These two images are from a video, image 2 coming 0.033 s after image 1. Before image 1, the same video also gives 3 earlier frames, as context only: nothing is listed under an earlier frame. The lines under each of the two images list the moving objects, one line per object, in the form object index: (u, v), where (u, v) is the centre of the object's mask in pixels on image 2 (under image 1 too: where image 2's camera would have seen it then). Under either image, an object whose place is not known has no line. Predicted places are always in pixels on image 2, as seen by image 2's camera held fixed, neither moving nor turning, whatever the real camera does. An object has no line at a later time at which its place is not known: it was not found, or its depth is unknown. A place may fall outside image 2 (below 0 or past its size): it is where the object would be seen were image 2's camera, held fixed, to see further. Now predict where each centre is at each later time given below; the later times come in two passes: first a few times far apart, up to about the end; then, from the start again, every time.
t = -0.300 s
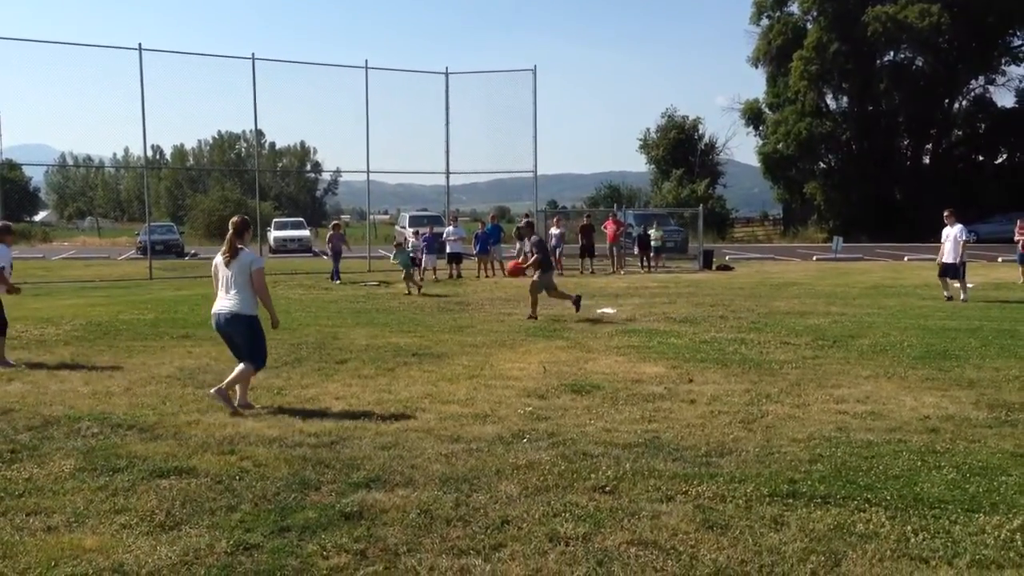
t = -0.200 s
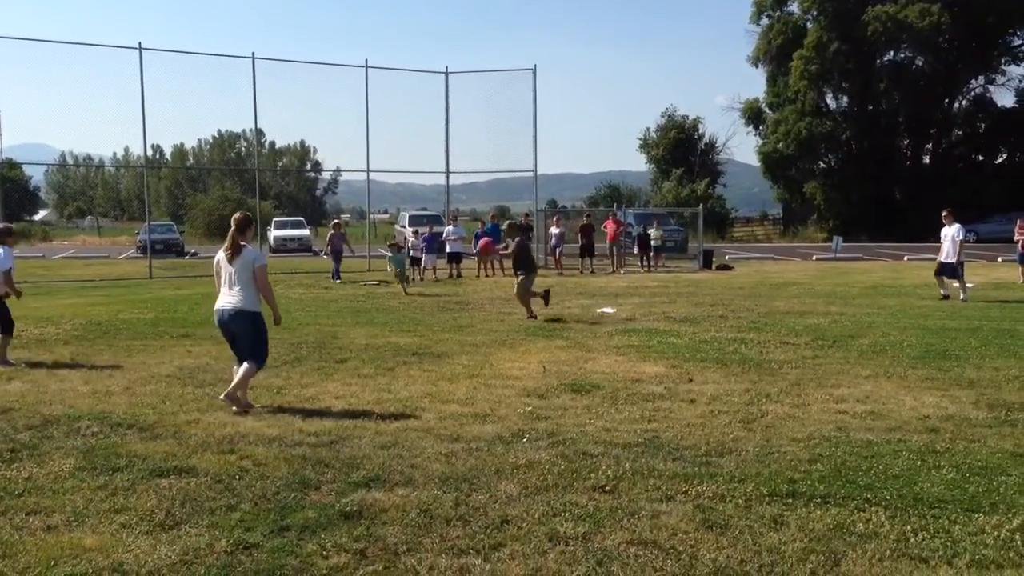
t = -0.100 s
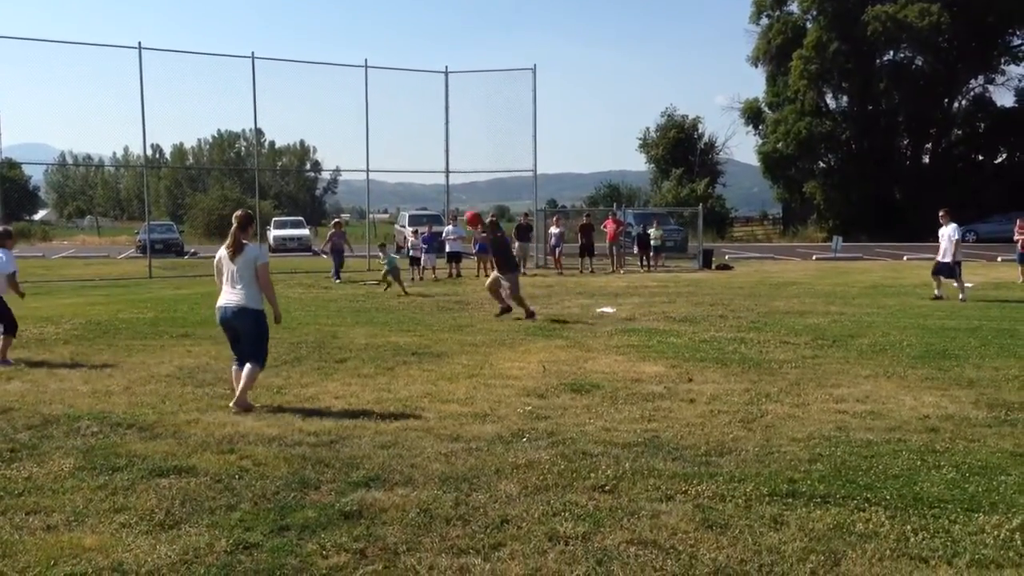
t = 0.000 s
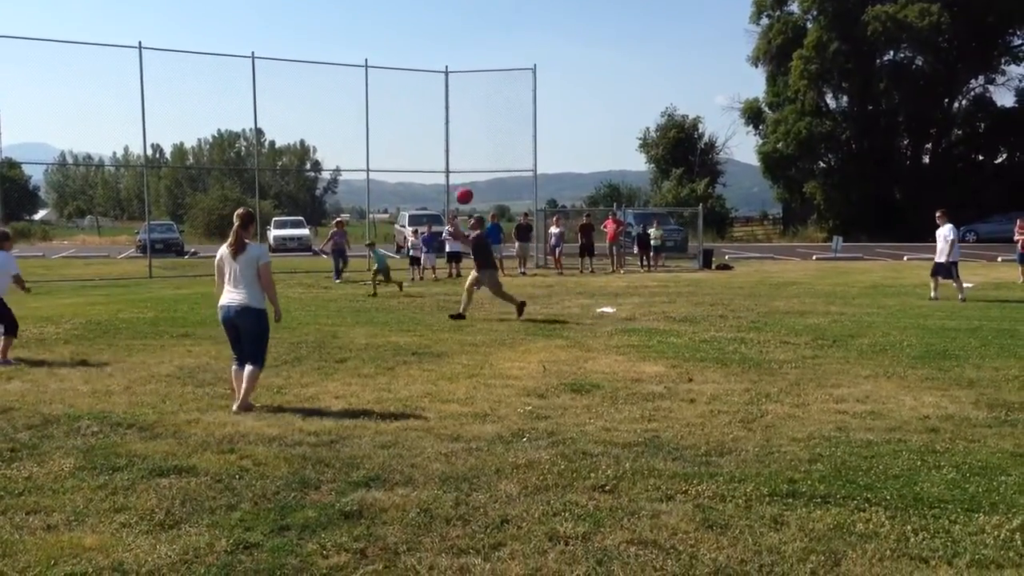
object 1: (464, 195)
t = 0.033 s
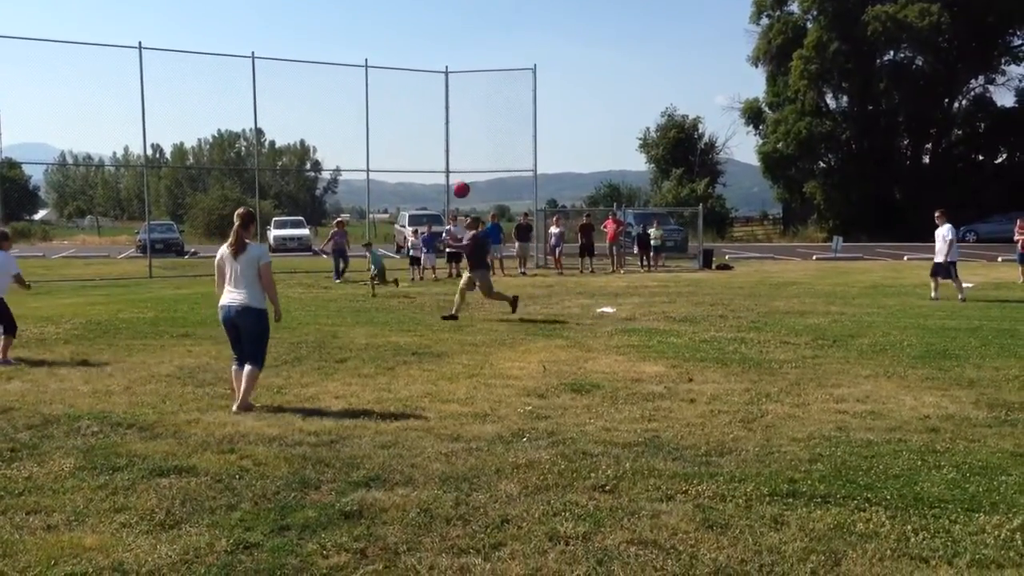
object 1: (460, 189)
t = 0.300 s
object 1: (436, 164)
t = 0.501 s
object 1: (418, 176)
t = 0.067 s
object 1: (458, 184)
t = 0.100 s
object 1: (455, 179)
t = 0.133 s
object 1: (452, 175)
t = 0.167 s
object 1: (449, 171)
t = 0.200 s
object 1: (446, 169)
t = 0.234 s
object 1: (442, 166)
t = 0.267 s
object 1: (439, 165)
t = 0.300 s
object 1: (436, 164)
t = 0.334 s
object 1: (433, 164)
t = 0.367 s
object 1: (430, 165)
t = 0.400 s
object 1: (427, 167)
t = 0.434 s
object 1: (424, 169)
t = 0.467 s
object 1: (421, 172)
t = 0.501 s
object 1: (418, 176)
